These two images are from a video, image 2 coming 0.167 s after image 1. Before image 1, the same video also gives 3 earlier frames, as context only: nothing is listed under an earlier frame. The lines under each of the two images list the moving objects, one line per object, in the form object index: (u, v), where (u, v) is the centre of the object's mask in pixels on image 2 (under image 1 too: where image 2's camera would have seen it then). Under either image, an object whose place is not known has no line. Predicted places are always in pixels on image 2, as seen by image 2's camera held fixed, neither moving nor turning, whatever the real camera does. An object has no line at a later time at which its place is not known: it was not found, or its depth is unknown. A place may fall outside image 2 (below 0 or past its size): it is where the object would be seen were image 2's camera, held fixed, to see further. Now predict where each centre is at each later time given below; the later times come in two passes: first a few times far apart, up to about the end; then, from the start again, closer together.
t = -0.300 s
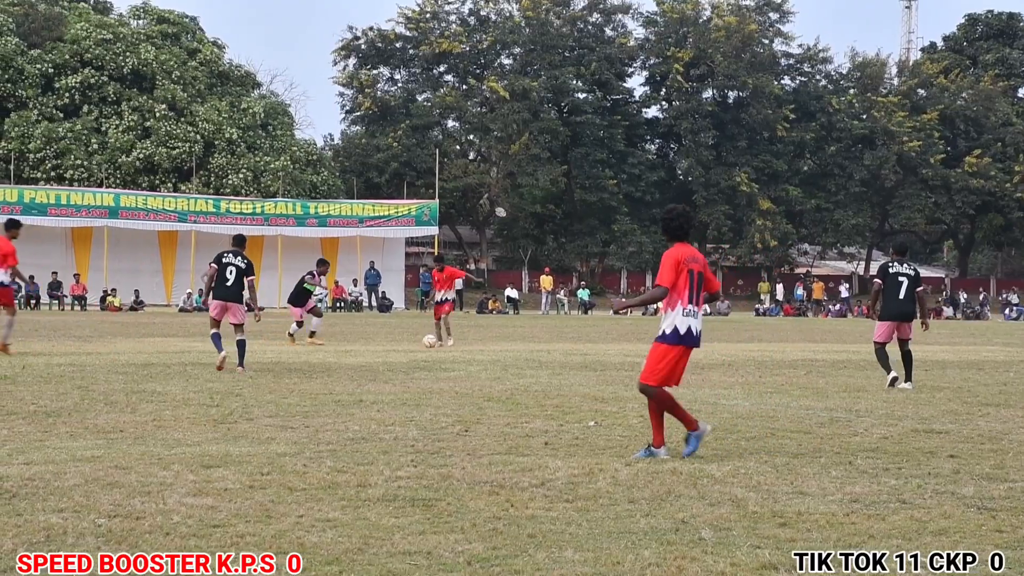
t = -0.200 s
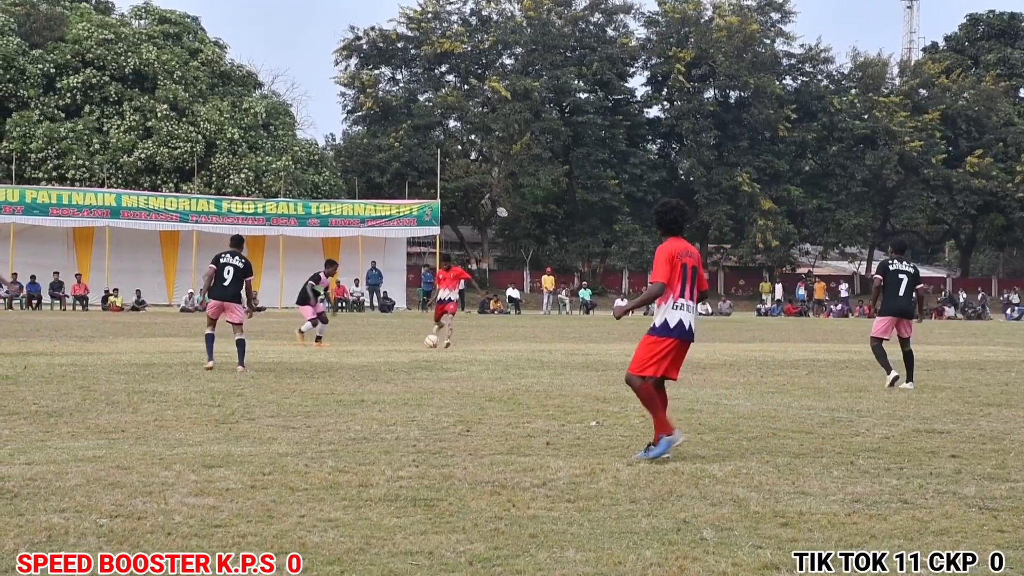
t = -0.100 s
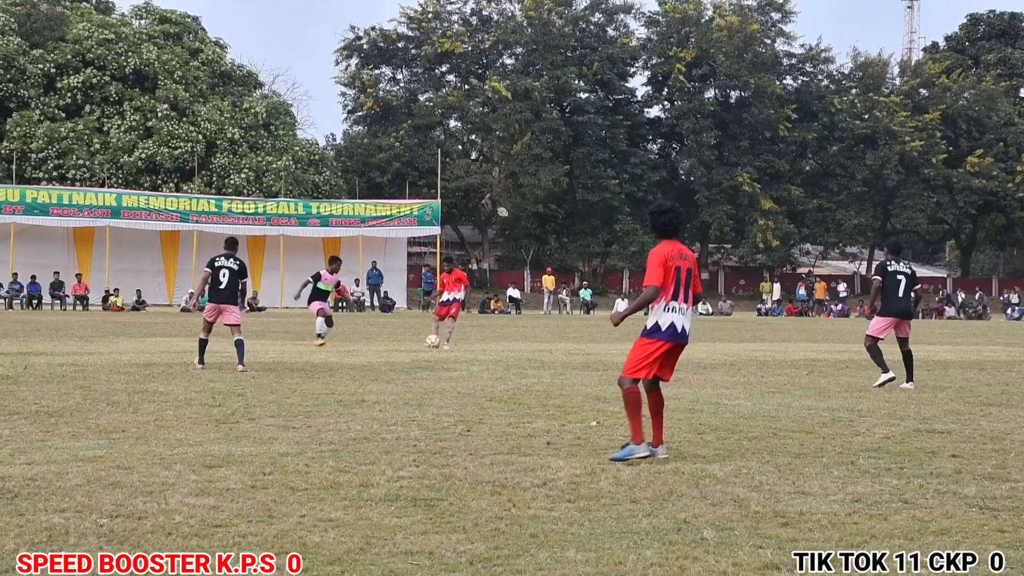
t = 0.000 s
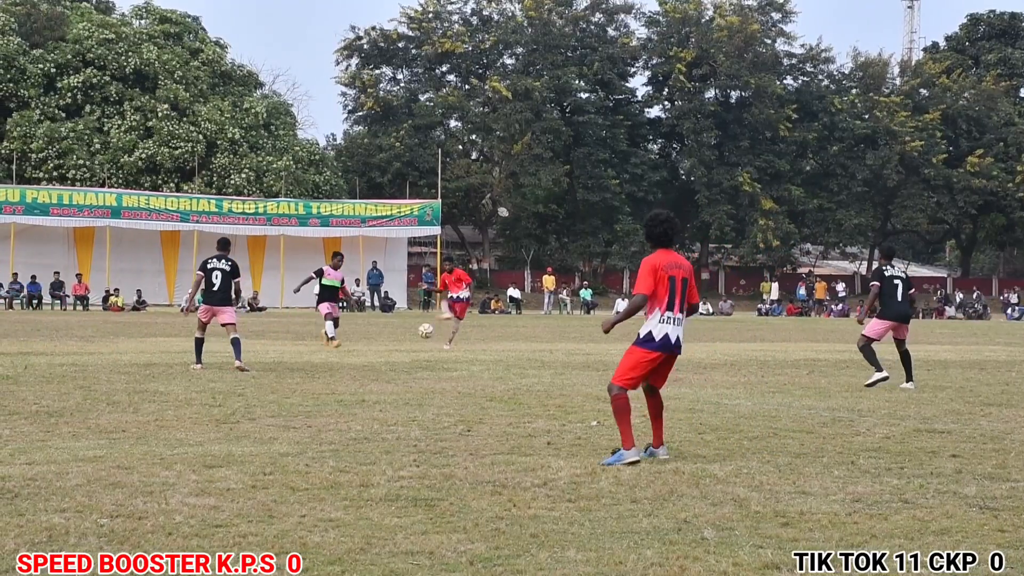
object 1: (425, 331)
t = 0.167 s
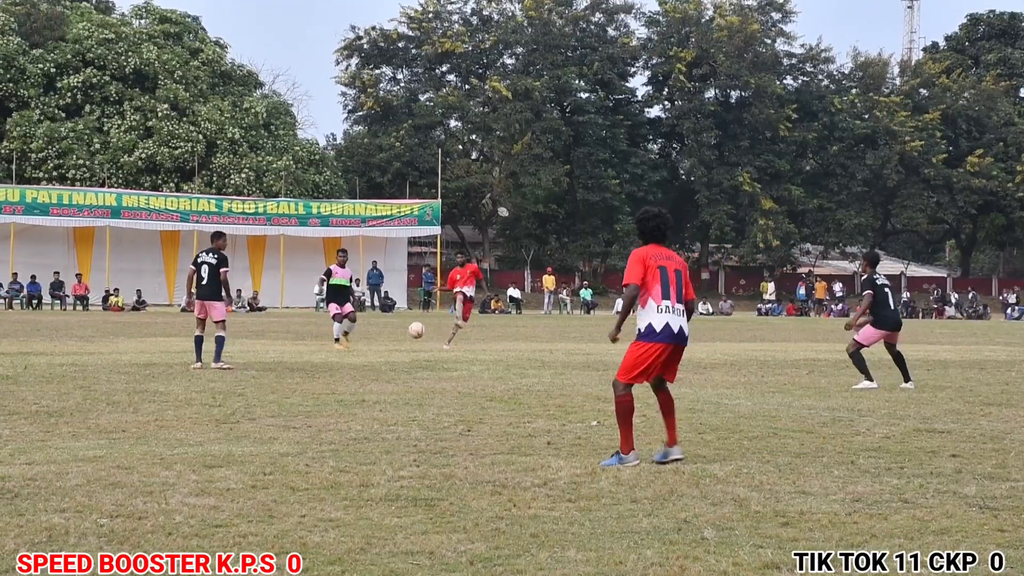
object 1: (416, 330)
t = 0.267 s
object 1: (412, 343)
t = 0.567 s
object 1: (407, 337)
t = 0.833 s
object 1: (410, 366)
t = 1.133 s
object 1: (408, 350)
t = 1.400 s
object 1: (405, 378)
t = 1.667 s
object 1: (393, 424)
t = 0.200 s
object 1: (414, 333)
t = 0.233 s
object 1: (413, 337)
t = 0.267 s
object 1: (412, 343)
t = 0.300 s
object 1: (410, 351)
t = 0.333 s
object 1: (409, 360)
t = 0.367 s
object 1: (409, 367)
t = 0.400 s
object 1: (408, 359)
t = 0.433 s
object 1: (408, 352)
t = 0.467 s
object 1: (407, 347)
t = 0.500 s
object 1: (407, 342)
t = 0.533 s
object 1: (407, 339)
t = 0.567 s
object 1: (407, 337)
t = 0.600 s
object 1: (408, 335)
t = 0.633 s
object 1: (408, 336)
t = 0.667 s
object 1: (408, 337)
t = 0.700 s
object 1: (408, 339)
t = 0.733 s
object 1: (409, 344)
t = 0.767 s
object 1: (409, 350)
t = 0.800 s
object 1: (410, 357)
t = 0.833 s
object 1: (410, 366)
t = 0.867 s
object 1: (411, 376)
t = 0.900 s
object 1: (412, 390)
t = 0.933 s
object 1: (412, 392)
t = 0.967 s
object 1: (411, 381)
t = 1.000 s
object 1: (410, 373)
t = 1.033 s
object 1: (410, 364)
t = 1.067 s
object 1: (409, 358)
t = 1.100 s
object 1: (409, 352)
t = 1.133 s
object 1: (408, 350)
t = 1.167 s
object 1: (408, 346)
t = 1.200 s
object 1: (408, 346)
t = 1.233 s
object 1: (407, 347)
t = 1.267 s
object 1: (406, 350)
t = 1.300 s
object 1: (406, 354)
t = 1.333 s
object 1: (405, 359)
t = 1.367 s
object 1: (405, 368)
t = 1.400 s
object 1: (405, 378)
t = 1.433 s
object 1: (404, 391)
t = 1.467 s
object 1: (404, 404)
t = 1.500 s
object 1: (403, 422)
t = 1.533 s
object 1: (402, 439)
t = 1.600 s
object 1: (397, 429)
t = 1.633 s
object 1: (395, 426)
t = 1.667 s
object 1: (393, 424)
